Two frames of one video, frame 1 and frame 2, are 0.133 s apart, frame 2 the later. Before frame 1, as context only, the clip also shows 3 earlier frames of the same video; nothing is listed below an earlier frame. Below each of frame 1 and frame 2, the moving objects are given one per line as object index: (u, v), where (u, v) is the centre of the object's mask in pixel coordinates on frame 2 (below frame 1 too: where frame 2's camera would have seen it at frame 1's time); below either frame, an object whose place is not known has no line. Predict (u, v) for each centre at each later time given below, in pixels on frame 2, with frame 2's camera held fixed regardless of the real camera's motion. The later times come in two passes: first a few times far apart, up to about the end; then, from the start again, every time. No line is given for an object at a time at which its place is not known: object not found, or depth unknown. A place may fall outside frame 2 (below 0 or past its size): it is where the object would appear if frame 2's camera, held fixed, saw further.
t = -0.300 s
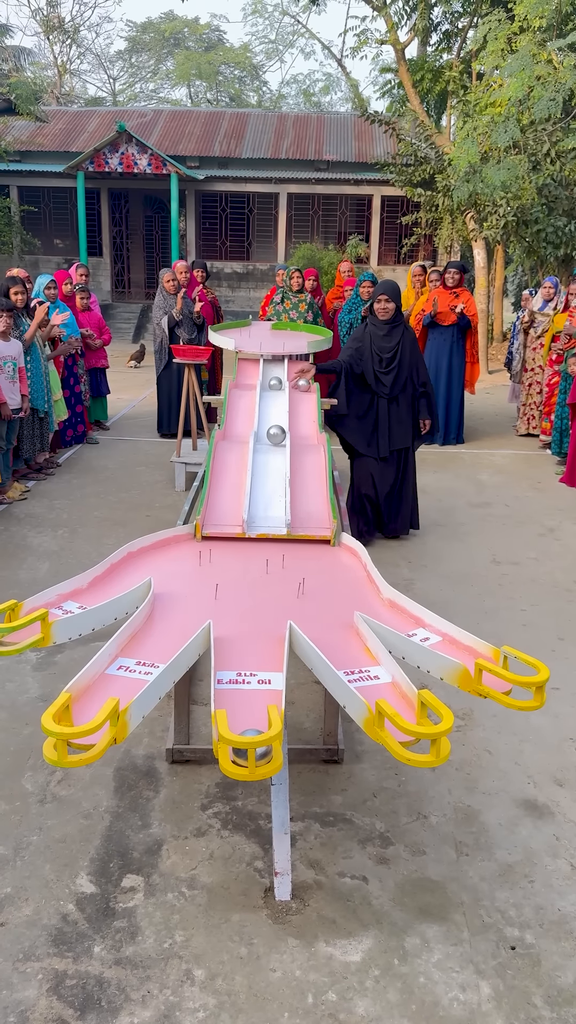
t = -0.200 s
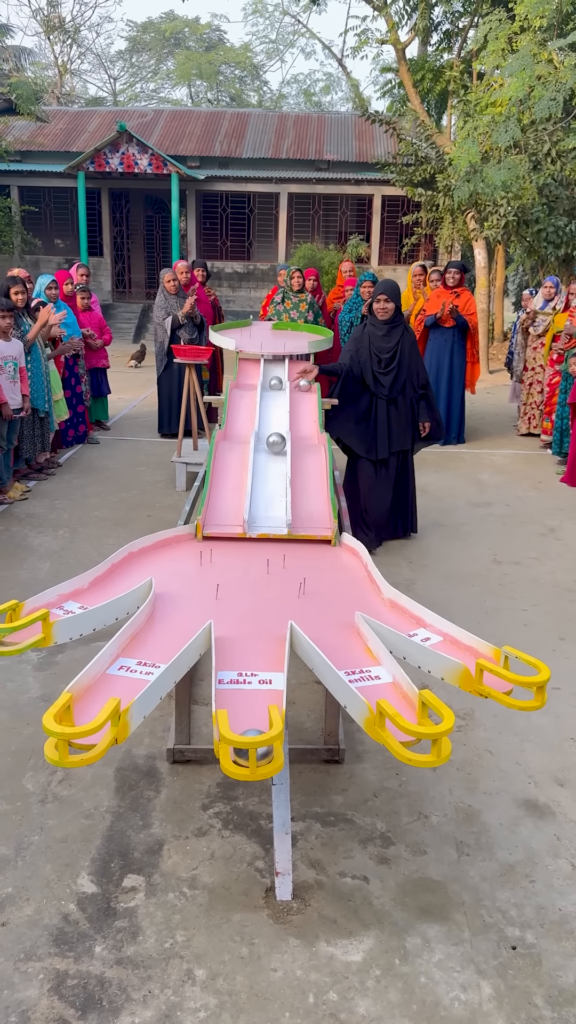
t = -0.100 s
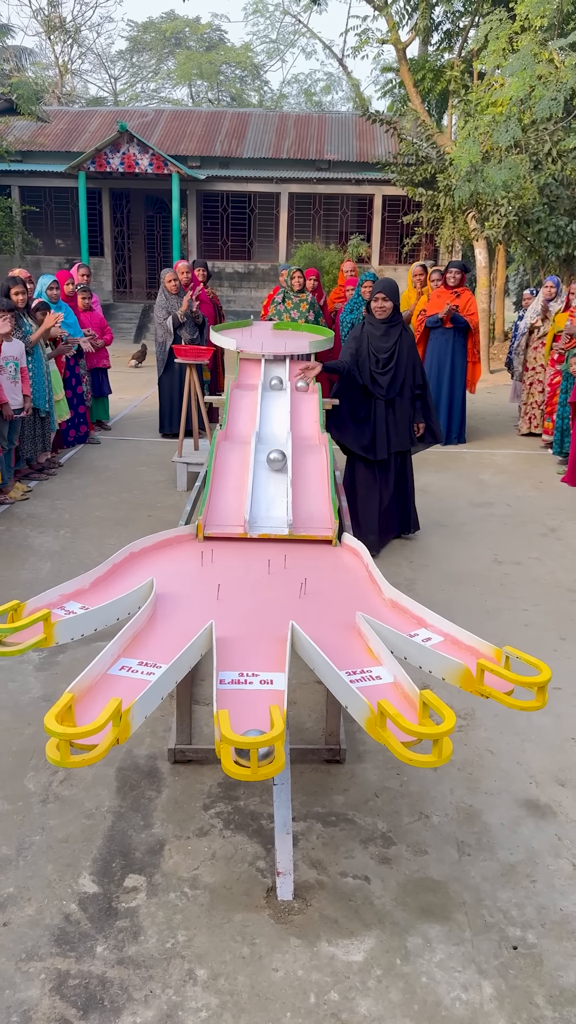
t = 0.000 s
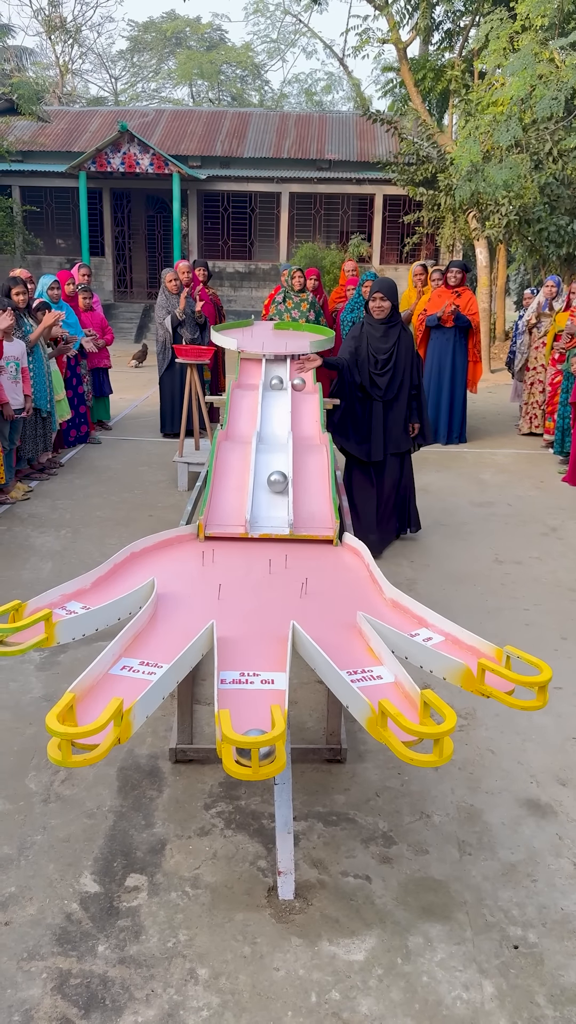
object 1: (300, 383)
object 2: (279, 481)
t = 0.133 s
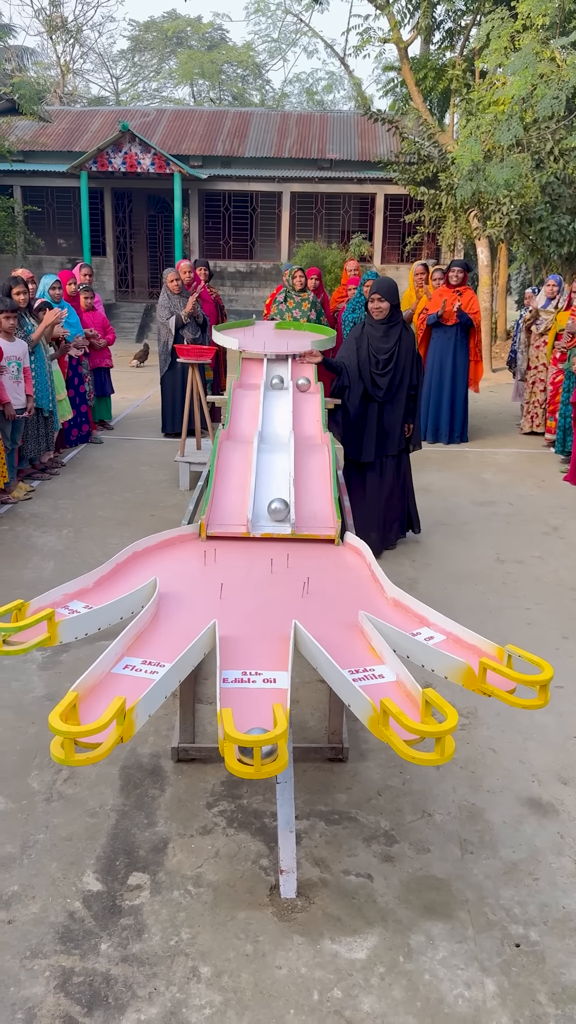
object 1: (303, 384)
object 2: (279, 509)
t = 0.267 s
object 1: (306, 392)
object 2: (277, 545)
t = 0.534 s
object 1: (313, 431)
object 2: (190, 563)
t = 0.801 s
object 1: (317, 434)
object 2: (145, 561)
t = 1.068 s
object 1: (319, 473)
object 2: (148, 557)
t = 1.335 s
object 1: (324, 540)
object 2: (163, 558)
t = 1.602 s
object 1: (331, 611)
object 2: (176, 562)
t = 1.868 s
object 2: (186, 569)
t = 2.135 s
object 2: (198, 579)
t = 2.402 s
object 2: (203, 590)
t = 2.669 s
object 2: (193, 604)
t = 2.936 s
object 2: (182, 621)
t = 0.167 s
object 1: (304, 385)
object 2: (278, 515)
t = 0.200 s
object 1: (305, 386)
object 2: (278, 521)
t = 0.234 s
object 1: (306, 388)
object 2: (277, 531)
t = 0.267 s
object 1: (306, 392)
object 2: (277, 545)
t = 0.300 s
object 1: (307, 395)
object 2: (277, 548)
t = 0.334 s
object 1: (307, 399)
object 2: (268, 549)
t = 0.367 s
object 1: (308, 404)
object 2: (255, 546)
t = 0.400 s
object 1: (309, 409)
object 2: (241, 546)
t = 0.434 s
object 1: (309, 415)
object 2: (228, 549)
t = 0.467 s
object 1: (310, 421)
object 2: (214, 556)
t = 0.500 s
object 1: (311, 427)
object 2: (201, 561)
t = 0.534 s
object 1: (313, 431)
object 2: (190, 563)
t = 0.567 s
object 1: (314, 433)
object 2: (178, 568)
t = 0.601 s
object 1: (314, 434)
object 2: (168, 572)
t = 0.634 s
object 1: (314, 434)
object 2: (161, 570)
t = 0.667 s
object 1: (315, 434)
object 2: (158, 565)
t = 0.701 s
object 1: (315, 434)
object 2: (156, 563)
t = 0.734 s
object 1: (316, 434)
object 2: (153, 564)
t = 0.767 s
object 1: (317, 434)
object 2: (150, 562)
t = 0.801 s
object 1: (317, 434)
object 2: (145, 561)
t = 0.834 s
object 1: (317, 435)
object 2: (140, 560)
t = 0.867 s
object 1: (318, 438)
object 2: (135, 559)
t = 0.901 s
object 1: (318, 441)
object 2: (134, 558)
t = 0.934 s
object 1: (318, 445)
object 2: (139, 558)
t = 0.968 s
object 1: (318, 451)
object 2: (142, 558)
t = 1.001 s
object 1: (318, 458)
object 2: (144, 558)
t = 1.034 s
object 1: (319, 465)
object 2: (146, 558)
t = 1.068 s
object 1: (319, 473)
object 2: (148, 557)
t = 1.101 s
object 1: (319, 482)
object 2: (151, 557)
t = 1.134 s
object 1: (320, 491)
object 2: (152, 557)
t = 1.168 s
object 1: (321, 499)
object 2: (154, 558)
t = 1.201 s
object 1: (322, 506)
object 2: (156, 558)
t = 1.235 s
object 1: (323, 513)
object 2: (158, 558)
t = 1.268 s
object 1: (324, 519)
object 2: (160, 558)
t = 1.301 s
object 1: (324, 528)
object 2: (161, 558)
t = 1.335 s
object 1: (324, 540)
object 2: (163, 558)
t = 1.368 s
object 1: (325, 551)
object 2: (165, 559)
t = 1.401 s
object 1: (325, 556)
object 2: (166, 559)
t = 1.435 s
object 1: (326, 565)
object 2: (168, 559)
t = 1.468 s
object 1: (327, 575)
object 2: (170, 560)
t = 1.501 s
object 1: (328, 583)
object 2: (171, 560)
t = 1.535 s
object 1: (328, 592)
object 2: (173, 561)
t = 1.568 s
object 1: (329, 602)
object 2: (174, 561)
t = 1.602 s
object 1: (331, 611)
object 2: (176, 562)
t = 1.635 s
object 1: (332, 622)
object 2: (177, 563)
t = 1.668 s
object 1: (333, 633)
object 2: (178, 564)
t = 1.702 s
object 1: (336, 643)
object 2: (180, 564)
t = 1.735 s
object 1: (343, 651)
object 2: (181, 565)
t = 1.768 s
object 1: (355, 661)
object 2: (182, 566)
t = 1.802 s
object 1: (366, 671)
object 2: (183, 567)
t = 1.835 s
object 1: (377, 681)
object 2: (185, 568)
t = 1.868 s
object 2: (186, 569)
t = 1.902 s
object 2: (187, 570)
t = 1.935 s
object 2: (188, 571)
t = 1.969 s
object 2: (190, 573)
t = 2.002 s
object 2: (191, 574)
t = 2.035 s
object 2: (193, 575)
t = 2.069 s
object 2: (195, 576)
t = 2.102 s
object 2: (196, 577)
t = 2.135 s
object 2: (198, 579)
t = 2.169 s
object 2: (200, 580)
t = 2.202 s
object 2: (202, 582)
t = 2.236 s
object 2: (204, 583)
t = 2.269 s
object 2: (205, 584)
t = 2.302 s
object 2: (207, 586)
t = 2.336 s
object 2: (205, 587)
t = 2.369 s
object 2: (204, 588)
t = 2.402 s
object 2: (203, 590)
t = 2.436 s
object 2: (202, 591)
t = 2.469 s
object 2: (201, 593)
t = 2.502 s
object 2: (199, 594)
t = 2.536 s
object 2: (198, 596)
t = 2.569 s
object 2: (197, 598)
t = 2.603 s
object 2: (196, 600)
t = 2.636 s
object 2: (194, 602)
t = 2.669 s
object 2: (193, 604)
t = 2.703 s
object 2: (192, 605)
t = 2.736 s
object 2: (190, 608)
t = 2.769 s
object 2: (189, 610)
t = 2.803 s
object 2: (187, 612)
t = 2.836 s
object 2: (186, 614)
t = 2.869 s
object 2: (185, 616)
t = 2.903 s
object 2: (184, 619)
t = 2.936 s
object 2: (182, 621)
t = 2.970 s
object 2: (181, 623)
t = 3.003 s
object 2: (180, 626)
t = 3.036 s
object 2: (178, 629)
